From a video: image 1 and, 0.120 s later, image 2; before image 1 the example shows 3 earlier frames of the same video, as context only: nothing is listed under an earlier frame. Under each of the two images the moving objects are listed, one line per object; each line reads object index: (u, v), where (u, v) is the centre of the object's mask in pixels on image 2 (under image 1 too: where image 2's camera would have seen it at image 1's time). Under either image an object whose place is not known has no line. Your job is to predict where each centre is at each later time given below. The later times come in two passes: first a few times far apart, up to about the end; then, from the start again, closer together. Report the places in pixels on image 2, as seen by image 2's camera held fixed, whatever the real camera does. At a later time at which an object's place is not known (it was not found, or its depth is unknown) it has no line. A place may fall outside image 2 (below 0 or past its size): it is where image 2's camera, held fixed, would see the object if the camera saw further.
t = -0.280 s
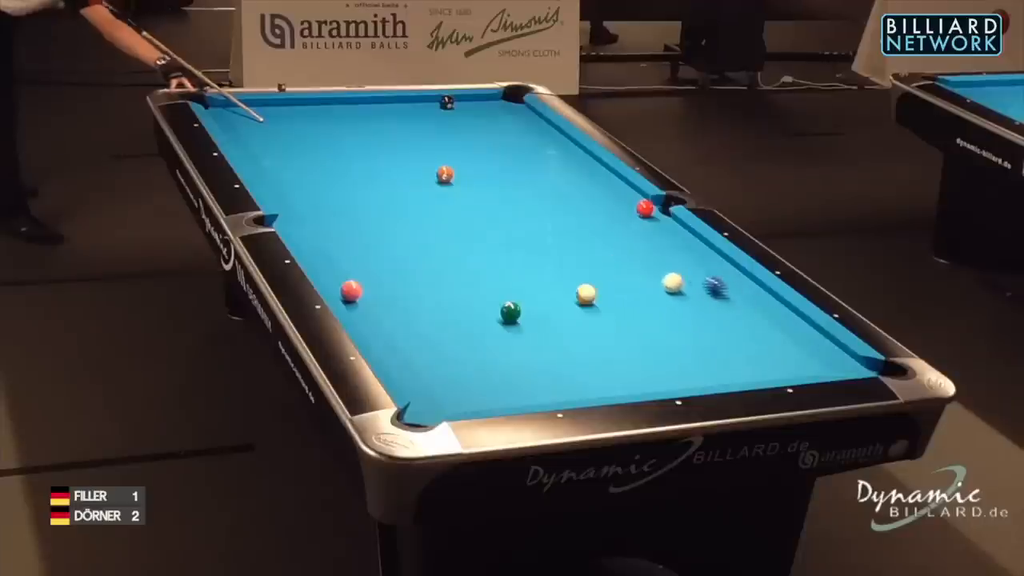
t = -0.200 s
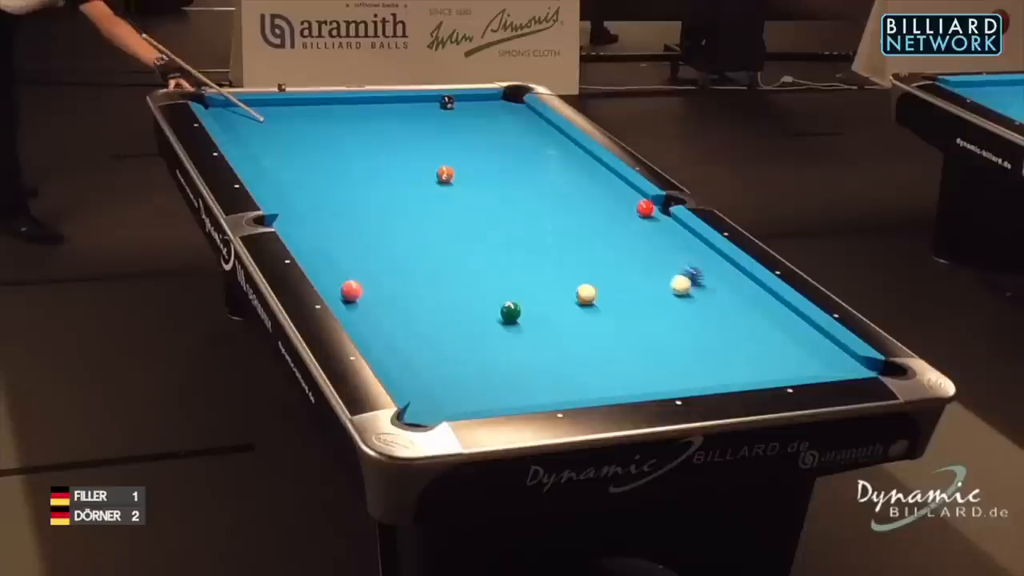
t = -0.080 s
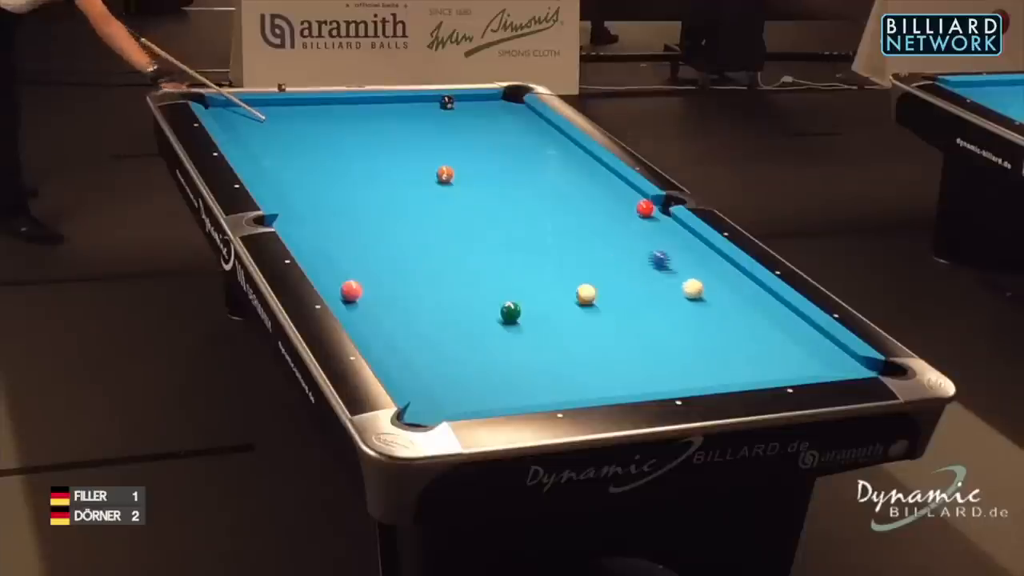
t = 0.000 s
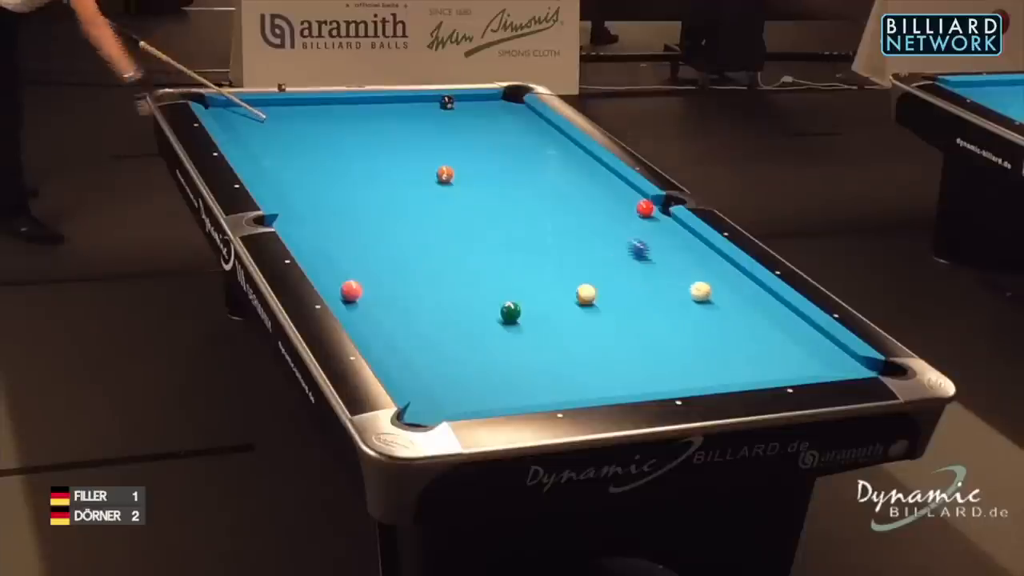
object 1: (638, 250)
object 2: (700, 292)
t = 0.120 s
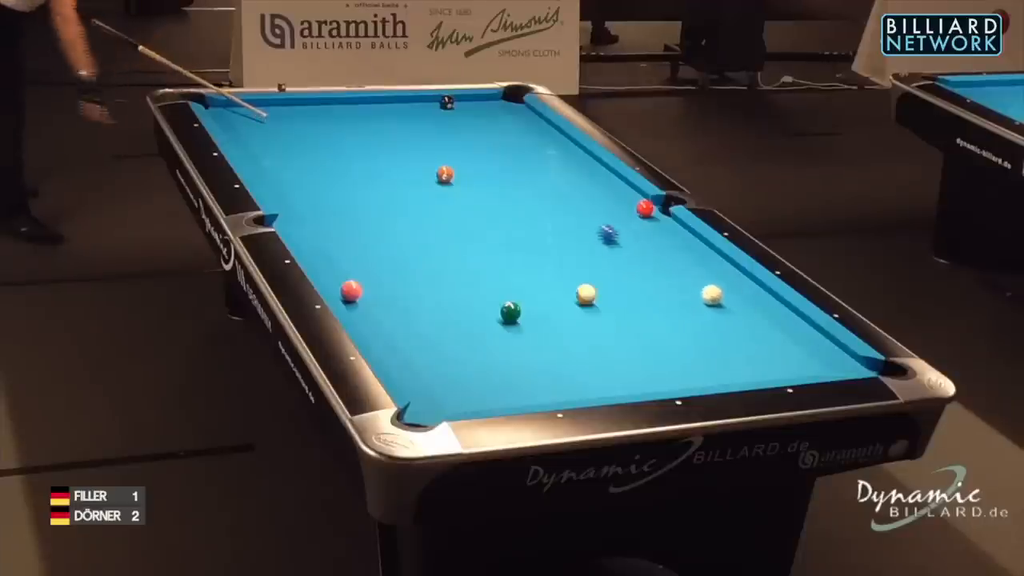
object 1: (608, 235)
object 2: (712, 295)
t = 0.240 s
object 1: (579, 221)
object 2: (722, 298)
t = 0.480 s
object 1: (526, 195)
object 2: (744, 305)
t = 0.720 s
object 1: (477, 172)
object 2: (763, 311)
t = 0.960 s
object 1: (432, 150)
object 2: (782, 317)
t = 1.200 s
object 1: (391, 130)
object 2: (799, 322)
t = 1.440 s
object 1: (352, 111)
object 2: (807, 326)
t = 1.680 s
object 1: (325, 107)
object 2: (806, 330)
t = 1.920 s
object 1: (307, 120)
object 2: (806, 333)
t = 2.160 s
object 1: (289, 131)
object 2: (806, 334)
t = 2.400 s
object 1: (270, 144)
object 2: (806, 336)
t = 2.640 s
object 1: (251, 157)
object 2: (806, 337)
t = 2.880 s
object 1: (262, 166)
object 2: (807, 337)
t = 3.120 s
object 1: (283, 175)
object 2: (807, 337)
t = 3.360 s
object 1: (304, 182)
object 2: (807, 337)
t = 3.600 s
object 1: (325, 190)
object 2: (807, 337)
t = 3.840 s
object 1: (345, 197)
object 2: (807, 337)
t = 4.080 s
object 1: (364, 204)
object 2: (807, 337)
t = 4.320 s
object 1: (382, 210)
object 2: (807, 337)
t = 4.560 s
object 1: (400, 217)
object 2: (807, 337)
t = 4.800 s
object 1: (416, 223)
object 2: (807, 337)
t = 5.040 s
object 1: (432, 229)
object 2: (807, 337)
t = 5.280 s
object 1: (446, 234)
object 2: (807, 337)
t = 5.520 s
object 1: (460, 238)
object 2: (807, 337)
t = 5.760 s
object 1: (471, 243)
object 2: (806, 337)
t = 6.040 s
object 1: (484, 247)
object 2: (807, 337)
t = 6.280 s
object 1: (493, 250)
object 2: (806, 337)
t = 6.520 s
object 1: (501, 253)
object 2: (806, 337)
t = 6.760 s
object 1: (508, 255)
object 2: (807, 337)
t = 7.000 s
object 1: (513, 256)
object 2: (806, 337)
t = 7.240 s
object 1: (517, 257)
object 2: (807, 337)
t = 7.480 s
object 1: (519, 258)
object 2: (807, 337)
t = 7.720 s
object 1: (519, 258)
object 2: (806, 337)
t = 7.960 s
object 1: (519, 258)
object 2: (807, 337)
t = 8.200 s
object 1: (518, 257)
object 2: (807, 337)
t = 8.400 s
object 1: (518, 258)
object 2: (806, 337)
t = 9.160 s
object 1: (518, 258)
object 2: (807, 337)
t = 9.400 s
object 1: (518, 258)
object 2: (807, 337)
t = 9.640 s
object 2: (807, 337)
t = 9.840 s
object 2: (807, 337)
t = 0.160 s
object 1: (598, 230)
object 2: (716, 296)
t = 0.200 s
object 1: (588, 225)
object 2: (719, 297)
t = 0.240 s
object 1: (579, 221)
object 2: (722, 298)
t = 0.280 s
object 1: (570, 217)
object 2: (726, 299)
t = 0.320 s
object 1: (561, 212)
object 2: (730, 301)
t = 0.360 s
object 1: (552, 208)
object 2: (733, 302)
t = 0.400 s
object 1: (543, 203)
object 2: (737, 303)
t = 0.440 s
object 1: (534, 199)
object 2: (740, 304)
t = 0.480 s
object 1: (526, 195)
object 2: (744, 305)
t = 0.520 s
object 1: (517, 191)
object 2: (747, 306)
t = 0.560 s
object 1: (509, 187)
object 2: (751, 307)
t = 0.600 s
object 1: (500, 182)
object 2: (754, 308)
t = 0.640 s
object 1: (493, 179)
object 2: (757, 309)
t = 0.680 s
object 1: (485, 176)
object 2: (760, 310)
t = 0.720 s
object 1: (477, 172)
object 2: (763, 311)
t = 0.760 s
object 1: (469, 167)
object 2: (767, 312)
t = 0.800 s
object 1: (462, 164)
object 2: (770, 313)
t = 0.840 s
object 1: (454, 160)
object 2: (773, 314)
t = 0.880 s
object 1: (447, 156)
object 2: (776, 315)
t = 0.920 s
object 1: (439, 153)
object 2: (779, 316)
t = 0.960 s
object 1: (432, 150)
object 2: (782, 317)
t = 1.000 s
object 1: (425, 146)
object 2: (785, 318)
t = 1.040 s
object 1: (418, 143)
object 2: (788, 319)
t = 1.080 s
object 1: (411, 140)
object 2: (791, 320)
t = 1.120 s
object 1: (404, 137)
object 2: (794, 320)
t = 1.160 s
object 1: (397, 133)
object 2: (796, 321)
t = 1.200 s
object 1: (391, 130)
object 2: (799, 322)
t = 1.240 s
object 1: (385, 126)
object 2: (802, 323)
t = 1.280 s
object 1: (378, 124)
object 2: (804, 324)
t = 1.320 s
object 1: (371, 121)
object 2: (807, 324)
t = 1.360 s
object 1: (364, 117)
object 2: (807, 325)
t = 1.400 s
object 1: (358, 115)
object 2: (807, 326)
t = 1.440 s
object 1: (352, 111)
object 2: (807, 326)
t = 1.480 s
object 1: (346, 108)
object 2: (807, 327)
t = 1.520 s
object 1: (340, 105)
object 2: (807, 327)
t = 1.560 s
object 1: (335, 102)
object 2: (807, 328)
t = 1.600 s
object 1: (331, 102)
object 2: (807, 329)
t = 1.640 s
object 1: (327, 105)
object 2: (807, 329)
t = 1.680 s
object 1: (325, 107)
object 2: (806, 330)
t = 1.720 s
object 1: (322, 109)
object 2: (806, 330)
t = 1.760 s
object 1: (319, 111)
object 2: (806, 331)
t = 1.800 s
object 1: (316, 113)
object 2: (807, 331)
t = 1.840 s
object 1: (313, 116)
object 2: (806, 332)
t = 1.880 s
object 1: (310, 117)
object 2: (806, 332)
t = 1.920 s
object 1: (307, 120)
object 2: (806, 333)
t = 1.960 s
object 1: (304, 122)
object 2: (806, 333)
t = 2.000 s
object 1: (301, 123)
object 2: (806, 333)
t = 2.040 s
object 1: (298, 125)
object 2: (806, 333)
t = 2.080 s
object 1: (295, 127)
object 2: (806, 334)
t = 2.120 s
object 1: (292, 129)
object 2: (806, 334)
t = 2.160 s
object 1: (289, 131)
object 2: (806, 334)
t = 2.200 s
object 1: (285, 134)
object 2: (806, 334)
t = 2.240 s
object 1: (282, 135)
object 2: (806, 335)
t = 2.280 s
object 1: (280, 138)
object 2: (806, 335)
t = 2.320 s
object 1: (276, 140)
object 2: (806, 335)
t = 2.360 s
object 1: (273, 142)
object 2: (806, 336)
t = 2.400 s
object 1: (270, 144)
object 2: (806, 336)
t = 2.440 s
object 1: (267, 145)
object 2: (806, 336)
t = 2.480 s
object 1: (263, 148)
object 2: (806, 336)
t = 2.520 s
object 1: (261, 150)
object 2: (806, 336)
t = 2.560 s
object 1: (257, 152)
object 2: (806, 336)
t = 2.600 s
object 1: (255, 154)
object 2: (806, 337)
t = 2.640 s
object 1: (251, 157)
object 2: (806, 337)
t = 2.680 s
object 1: (248, 158)
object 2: (807, 337)
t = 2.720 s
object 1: (248, 159)
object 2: (807, 337)
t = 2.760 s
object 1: (251, 161)
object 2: (807, 337)
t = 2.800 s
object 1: (255, 163)
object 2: (807, 337)
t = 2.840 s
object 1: (258, 165)
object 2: (807, 337)
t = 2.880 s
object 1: (262, 166)
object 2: (807, 337)
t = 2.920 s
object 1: (266, 168)
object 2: (807, 337)
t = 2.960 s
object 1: (269, 169)
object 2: (807, 337)
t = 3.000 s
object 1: (273, 170)
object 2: (807, 337)
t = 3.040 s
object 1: (276, 171)
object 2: (807, 337)
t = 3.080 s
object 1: (280, 173)
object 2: (807, 337)
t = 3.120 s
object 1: (283, 175)
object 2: (807, 337)
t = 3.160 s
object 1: (287, 175)
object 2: (807, 337)
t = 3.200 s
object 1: (291, 177)
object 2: (807, 337)
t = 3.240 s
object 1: (294, 178)
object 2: (807, 337)
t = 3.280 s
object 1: (298, 179)
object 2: (807, 337)
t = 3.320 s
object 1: (301, 180)
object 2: (807, 337)
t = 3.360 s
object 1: (304, 182)
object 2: (807, 337)
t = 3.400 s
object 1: (308, 184)
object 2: (807, 337)
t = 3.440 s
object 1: (311, 185)
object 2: (807, 337)
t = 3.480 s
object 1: (315, 186)
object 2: (807, 337)
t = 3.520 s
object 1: (319, 188)
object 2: (807, 337)
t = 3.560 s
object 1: (322, 189)
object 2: (807, 337)
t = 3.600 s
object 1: (325, 190)
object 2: (807, 337)
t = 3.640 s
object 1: (328, 191)
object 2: (807, 337)
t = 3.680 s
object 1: (332, 192)
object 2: (807, 337)
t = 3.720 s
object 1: (335, 194)
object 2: (807, 337)
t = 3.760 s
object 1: (338, 194)
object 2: (807, 337)
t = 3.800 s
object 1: (341, 196)
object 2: (807, 337)
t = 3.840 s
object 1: (345, 197)
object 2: (807, 337)
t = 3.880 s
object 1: (348, 198)
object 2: (807, 337)
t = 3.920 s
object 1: (351, 200)
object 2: (807, 337)
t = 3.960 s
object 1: (354, 201)
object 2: (807, 337)
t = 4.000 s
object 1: (358, 202)
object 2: (807, 337)
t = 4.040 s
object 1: (361, 203)
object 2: (807, 337)
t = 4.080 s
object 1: (364, 204)
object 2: (807, 337)
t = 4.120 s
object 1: (367, 206)
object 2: (807, 337)
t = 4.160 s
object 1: (370, 206)
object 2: (807, 337)
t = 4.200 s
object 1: (373, 208)
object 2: (807, 337)
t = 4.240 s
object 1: (376, 209)
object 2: (807, 337)
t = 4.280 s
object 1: (379, 209)
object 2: (807, 337)
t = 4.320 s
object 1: (382, 210)
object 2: (807, 337)
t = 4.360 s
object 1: (385, 212)
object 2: (807, 337)
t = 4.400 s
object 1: (388, 213)
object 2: (807, 337)
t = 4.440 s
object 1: (391, 214)
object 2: (807, 337)
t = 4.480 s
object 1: (394, 216)
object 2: (807, 337)
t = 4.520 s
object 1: (397, 216)
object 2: (807, 337)
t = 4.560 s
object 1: (400, 217)
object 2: (807, 337)
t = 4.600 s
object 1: (403, 218)
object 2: (807, 337)
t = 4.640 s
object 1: (405, 219)
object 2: (807, 337)
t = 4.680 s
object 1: (408, 220)
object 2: (807, 337)
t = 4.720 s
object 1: (411, 221)
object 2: (807, 337)
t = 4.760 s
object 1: (414, 222)
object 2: (807, 337)
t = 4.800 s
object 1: (416, 223)
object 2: (807, 337)
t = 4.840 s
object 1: (419, 224)
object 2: (807, 337)
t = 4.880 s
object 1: (422, 225)
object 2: (807, 337)
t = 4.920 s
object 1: (424, 226)
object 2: (807, 337)
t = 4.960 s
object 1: (427, 226)
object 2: (807, 337)
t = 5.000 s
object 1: (430, 227)
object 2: (807, 337)
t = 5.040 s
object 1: (432, 229)
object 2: (807, 337)
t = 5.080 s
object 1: (434, 230)
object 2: (807, 337)
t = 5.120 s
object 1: (437, 231)
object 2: (807, 337)
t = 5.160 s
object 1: (439, 231)
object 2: (807, 337)
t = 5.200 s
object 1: (442, 232)
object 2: (807, 337)
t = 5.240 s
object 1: (444, 233)
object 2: (807, 337)
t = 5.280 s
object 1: (446, 234)
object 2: (807, 337)
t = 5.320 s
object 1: (449, 235)
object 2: (806, 337)
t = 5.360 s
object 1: (451, 235)
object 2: (806, 337)
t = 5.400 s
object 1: (453, 236)
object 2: (806, 337)
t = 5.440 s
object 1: (455, 237)
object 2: (806, 337)
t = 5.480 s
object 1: (457, 238)
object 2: (807, 337)
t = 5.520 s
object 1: (460, 238)
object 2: (807, 337)
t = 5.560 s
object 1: (462, 239)
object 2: (807, 337)
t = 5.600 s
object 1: (463, 240)
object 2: (807, 337)
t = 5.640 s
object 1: (466, 241)
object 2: (807, 337)
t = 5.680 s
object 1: (468, 242)
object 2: (806, 337)
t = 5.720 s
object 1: (469, 242)
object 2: (806, 337)
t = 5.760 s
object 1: (471, 243)
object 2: (806, 337)
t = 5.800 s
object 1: (473, 243)
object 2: (806, 337)
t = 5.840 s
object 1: (475, 244)
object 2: (806, 337)
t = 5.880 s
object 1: (478, 245)
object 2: (807, 337)
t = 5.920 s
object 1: (479, 245)
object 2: (806, 337)
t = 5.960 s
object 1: (481, 246)
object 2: (806, 337)
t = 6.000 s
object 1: (482, 247)
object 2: (807, 337)
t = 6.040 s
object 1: (484, 247)
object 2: (807, 337)
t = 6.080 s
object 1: (486, 248)
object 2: (807, 337)
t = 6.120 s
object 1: (487, 248)
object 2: (807, 337)
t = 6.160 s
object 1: (489, 249)
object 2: (807, 337)
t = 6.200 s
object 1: (490, 249)
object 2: (806, 337)
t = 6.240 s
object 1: (492, 250)
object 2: (806, 337)
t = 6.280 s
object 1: (493, 250)
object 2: (806, 337)
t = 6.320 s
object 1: (494, 251)
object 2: (807, 337)
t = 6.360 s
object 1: (496, 251)
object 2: (807, 337)
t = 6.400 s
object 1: (497, 252)
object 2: (807, 337)
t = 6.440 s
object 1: (498, 252)
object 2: (807, 337)
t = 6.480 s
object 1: (500, 252)
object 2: (807, 337)
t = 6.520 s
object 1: (501, 253)
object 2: (806, 337)
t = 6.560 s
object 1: (502, 253)
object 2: (806, 337)
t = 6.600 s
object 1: (504, 254)
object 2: (806, 337)
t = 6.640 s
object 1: (504, 254)
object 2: (806, 337)
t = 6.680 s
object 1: (506, 254)
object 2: (807, 337)
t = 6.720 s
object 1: (507, 255)
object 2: (807, 337)
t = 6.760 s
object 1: (508, 255)
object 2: (807, 337)
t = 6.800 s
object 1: (509, 255)
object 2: (807, 337)
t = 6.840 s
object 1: (510, 256)
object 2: (807, 337)
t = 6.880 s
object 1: (510, 256)
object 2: (806, 337)
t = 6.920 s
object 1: (512, 256)
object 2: (806, 337)
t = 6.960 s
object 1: (513, 256)
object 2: (806, 337)
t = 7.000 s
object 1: (513, 256)
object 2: (806, 337)
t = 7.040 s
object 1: (514, 256)
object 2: (807, 337)
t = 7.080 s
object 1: (514, 257)
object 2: (807, 337)
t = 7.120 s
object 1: (515, 256)
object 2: (807, 337)
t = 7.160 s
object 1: (515, 257)
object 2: (807, 337)
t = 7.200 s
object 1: (516, 257)
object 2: (807, 337)
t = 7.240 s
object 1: (517, 257)
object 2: (807, 337)
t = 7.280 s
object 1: (518, 257)
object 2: (807, 337)
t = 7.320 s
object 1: (518, 257)
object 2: (806, 337)
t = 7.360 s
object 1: (518, 257)
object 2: (806, 337)
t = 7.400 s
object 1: (519, 257)
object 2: (806, 337)
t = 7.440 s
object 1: (519, 258)
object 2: (807, 337)
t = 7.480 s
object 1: (519, 258)
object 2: (807, 337)
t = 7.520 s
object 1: (519, 258)
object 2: (807, 337)
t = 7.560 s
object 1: (519, 258)
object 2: (807, 337)
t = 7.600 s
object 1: (519, 258)
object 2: (807, 337)
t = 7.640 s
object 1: (519, 258)
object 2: (807, 337)
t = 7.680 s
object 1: (519, 258)
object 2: (806, 337)
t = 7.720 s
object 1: (519, 258)
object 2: (806, 337)
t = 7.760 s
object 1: (519, 258)
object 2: (807, 337)
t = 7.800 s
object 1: (519, 258)
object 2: (806, 337)
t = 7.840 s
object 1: (519, 258)
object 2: (807, 337)
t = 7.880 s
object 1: (519, 258)
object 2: (807, 337)
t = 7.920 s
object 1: (519, 258)
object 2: (807, 337)
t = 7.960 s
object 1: (519, 258)
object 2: (807, 337)
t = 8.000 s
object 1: (519, 258)
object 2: (806, 337)
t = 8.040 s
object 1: (519, 258)
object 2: (807, 337)
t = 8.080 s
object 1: (519, 258)
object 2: (806, 337)
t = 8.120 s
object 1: (519, 258)
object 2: (806, 337)
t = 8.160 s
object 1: (518, 258)
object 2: (807, 337)
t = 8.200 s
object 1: (518, 257)
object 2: (807, 337)
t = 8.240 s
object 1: (518, 258)
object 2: (806, 337)
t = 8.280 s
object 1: (518, 258)
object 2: (806, 337)
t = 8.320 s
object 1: (518, 258)
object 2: (806, 337)
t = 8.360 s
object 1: (518, 258)
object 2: (805, 337)
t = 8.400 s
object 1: (518, 258)
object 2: (806, 337)
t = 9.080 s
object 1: (518, 258)
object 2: (807, 337)
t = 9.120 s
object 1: (518, 258)
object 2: (807, 337)
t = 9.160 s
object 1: (518, 258)
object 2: (807, 337)
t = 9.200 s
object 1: (518, 258)
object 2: (807, 337)
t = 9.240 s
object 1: (518, 258)
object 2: (807, 337)
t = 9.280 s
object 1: (518, 258)
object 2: (807, 337)
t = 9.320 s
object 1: (518, 258)
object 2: (807, 337)
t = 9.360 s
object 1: (518, 258)
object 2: (807, 337)
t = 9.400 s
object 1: (518, 258)
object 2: (807, 337)
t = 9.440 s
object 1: (518, 258)
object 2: (807, 337)
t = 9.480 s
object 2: (807, 337)
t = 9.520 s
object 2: (807, 337)
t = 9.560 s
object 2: (807, 337)
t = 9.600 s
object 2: (807, 337)
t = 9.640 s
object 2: (807, 337)
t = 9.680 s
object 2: (807, 337)
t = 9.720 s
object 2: (807, 337)
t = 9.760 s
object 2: (807, 337)
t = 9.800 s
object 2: (807, 337)
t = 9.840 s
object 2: (807, 337)
